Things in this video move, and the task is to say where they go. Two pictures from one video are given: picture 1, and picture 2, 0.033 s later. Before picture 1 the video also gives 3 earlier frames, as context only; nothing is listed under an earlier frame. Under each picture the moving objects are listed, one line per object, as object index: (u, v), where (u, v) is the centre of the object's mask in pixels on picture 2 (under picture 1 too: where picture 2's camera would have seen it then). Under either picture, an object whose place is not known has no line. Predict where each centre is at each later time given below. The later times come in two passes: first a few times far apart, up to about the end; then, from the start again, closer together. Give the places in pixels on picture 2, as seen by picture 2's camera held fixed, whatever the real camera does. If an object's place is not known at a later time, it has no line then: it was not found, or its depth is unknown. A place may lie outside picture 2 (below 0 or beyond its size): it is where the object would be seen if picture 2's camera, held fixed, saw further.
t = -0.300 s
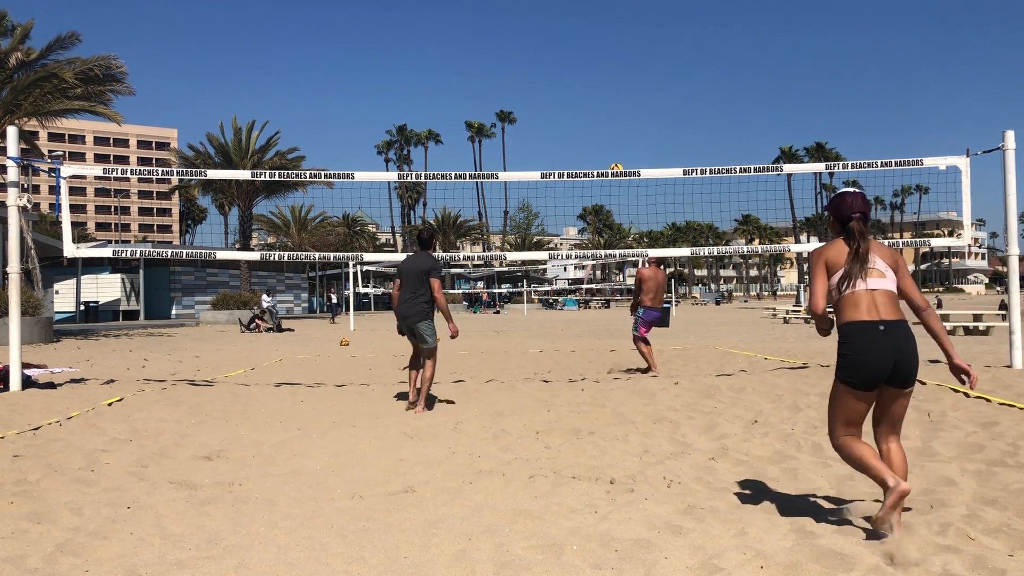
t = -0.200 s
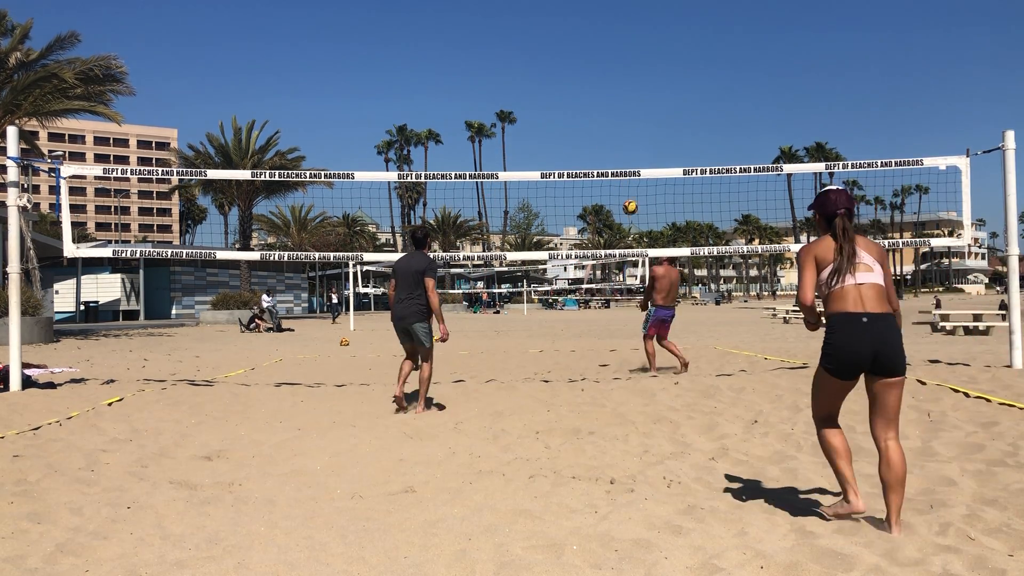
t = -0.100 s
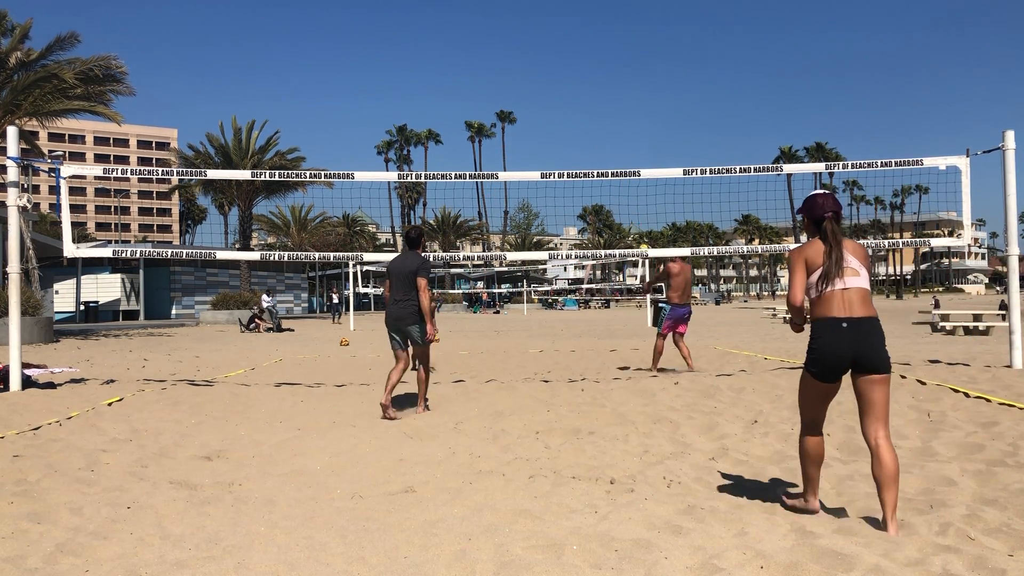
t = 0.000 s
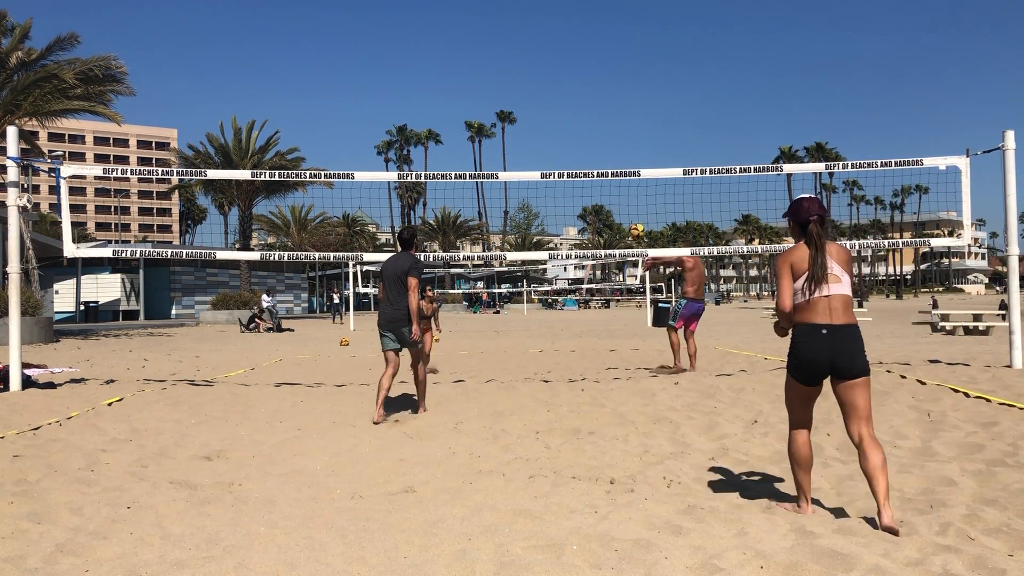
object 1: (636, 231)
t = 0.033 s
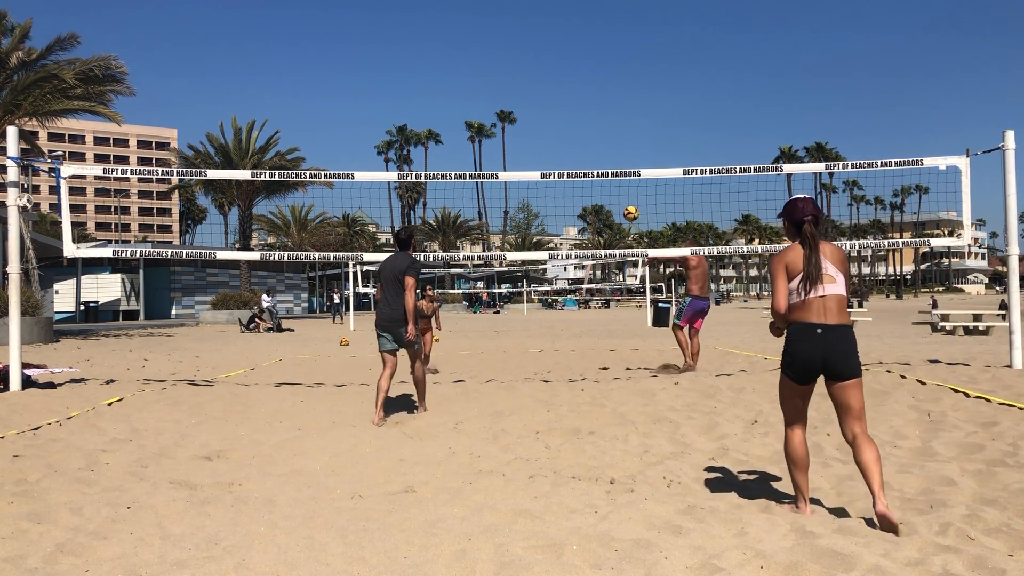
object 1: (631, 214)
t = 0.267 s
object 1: (585, 108)
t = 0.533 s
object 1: (531, 28)
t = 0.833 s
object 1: (467, 4)
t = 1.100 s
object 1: (409, 34)
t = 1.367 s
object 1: (350, 135)
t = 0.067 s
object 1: (624, 196)
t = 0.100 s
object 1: (618, 183)
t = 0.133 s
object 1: (612, 163)
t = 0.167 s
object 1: (605, 149)
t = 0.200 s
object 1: (598, 134)
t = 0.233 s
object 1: (592, 121)
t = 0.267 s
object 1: (585, 108)
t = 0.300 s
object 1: (578, 95)
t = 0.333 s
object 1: (572, 83)
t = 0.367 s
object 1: (565, 73)
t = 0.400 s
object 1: (558, 62)
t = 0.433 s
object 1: (551, 53)
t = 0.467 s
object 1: (544, 44)
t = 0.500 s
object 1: (538, 36)
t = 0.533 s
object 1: (531, 28)
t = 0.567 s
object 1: (524, 22)
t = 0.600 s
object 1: (517, 16)
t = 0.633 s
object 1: (510, 11)
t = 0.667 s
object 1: (503, 8)
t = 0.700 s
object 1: (496, 6)
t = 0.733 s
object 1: (489, 5)
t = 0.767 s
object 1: (481, 4)
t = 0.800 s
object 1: (475, 4)
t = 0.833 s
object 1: (467, 4)
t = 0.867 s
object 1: (460, 4)
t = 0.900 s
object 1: (453, 5)
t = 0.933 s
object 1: (446, 7)
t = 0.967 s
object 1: (438, 9)
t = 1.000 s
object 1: (430, 14)
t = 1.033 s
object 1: (423, 19)
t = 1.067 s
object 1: (416, 27)
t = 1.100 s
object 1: (409, 34)
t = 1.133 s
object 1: (401, 43)
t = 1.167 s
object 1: (394, 53)
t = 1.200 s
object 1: (386, 64)
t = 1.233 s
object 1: (379, 76)
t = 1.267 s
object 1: (372, 89)
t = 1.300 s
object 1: (365, 103)
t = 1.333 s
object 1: (357, 119)
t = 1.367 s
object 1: (350, 135)
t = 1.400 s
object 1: (343, 153)
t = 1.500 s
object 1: (322, 201)
